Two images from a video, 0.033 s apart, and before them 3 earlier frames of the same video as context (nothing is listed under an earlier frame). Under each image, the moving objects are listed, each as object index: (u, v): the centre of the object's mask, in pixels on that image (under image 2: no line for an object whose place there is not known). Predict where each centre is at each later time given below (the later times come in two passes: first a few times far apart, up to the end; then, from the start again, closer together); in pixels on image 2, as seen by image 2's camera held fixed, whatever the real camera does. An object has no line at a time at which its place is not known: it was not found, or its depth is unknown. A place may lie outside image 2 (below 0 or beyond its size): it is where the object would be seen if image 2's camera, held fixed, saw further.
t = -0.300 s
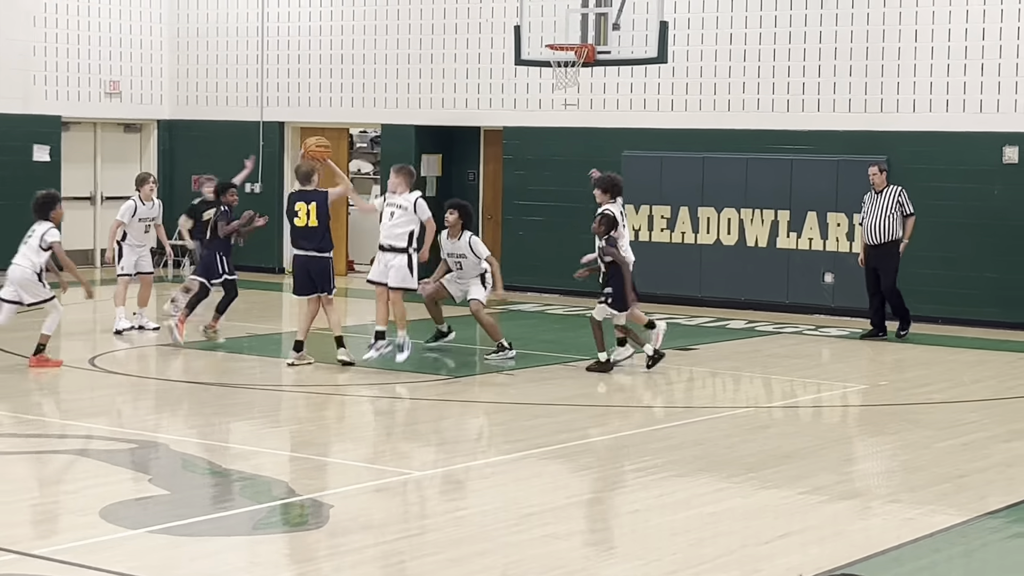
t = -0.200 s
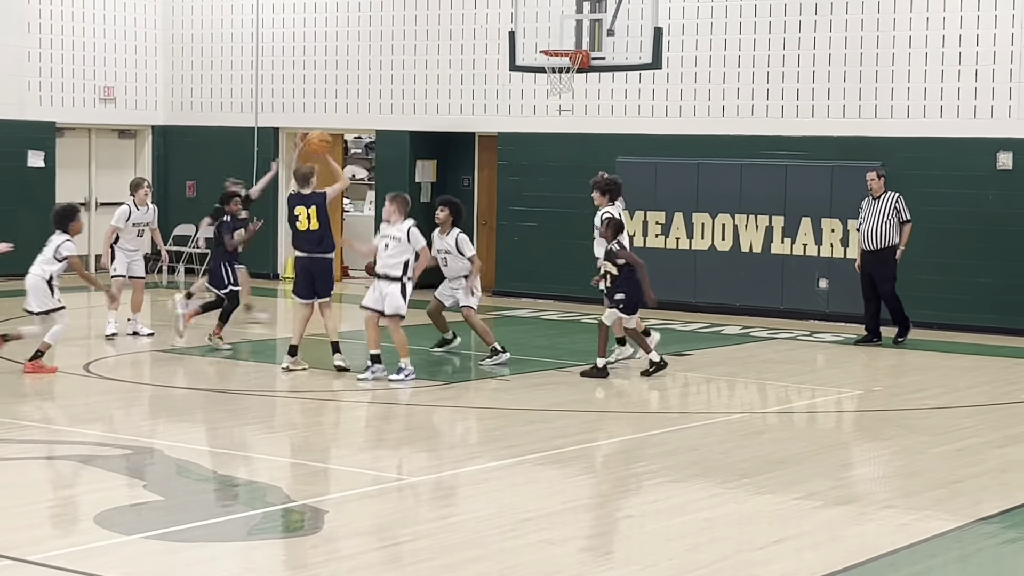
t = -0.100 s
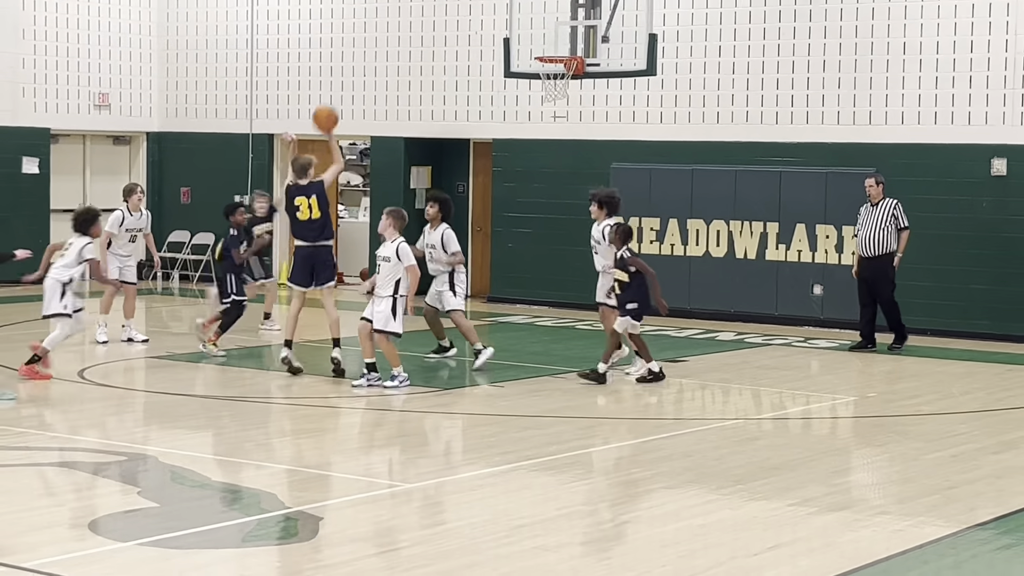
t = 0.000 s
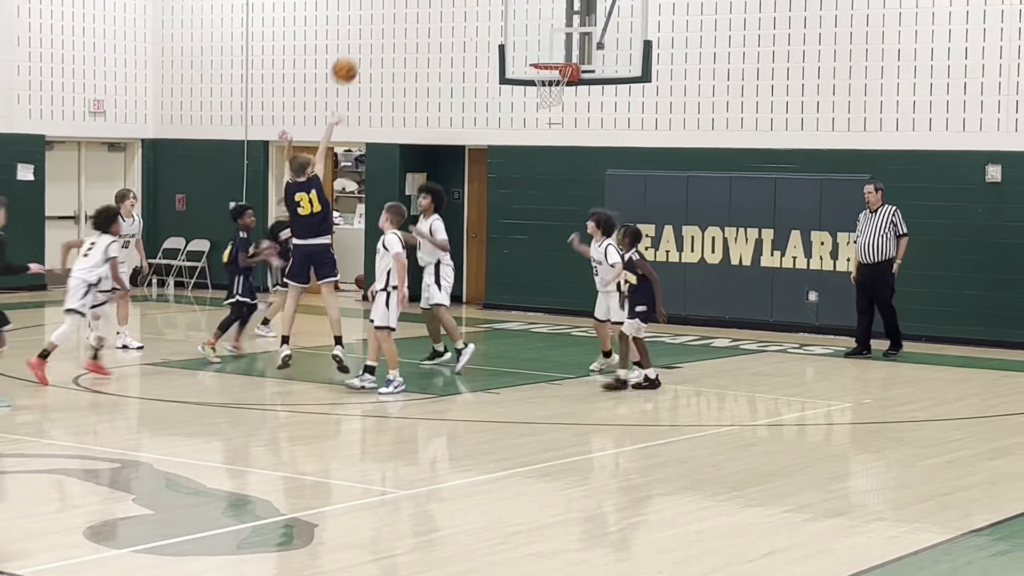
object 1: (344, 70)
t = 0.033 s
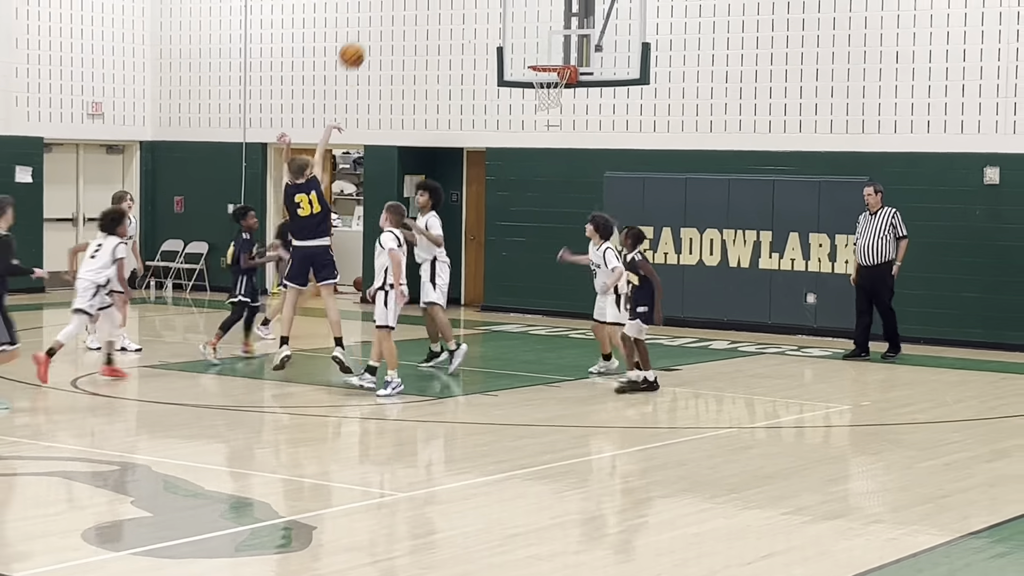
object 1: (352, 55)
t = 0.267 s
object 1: (410, -15)
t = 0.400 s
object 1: (439, -29)
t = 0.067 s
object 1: (360, 40)
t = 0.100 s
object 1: (369, 26)
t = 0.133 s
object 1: (378, 13)
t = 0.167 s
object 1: (386, 2)
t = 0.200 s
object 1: (395, -5)
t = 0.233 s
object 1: (402, -10)
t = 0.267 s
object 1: (410, -15)
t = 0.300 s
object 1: (417, -18)
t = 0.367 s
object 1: (432, -27)
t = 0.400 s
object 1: (439, -29)
